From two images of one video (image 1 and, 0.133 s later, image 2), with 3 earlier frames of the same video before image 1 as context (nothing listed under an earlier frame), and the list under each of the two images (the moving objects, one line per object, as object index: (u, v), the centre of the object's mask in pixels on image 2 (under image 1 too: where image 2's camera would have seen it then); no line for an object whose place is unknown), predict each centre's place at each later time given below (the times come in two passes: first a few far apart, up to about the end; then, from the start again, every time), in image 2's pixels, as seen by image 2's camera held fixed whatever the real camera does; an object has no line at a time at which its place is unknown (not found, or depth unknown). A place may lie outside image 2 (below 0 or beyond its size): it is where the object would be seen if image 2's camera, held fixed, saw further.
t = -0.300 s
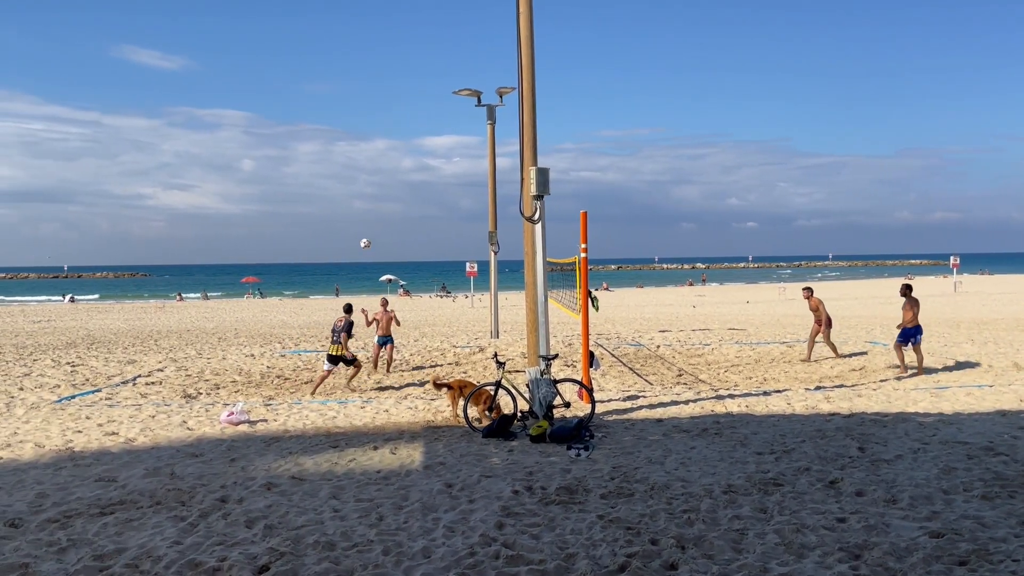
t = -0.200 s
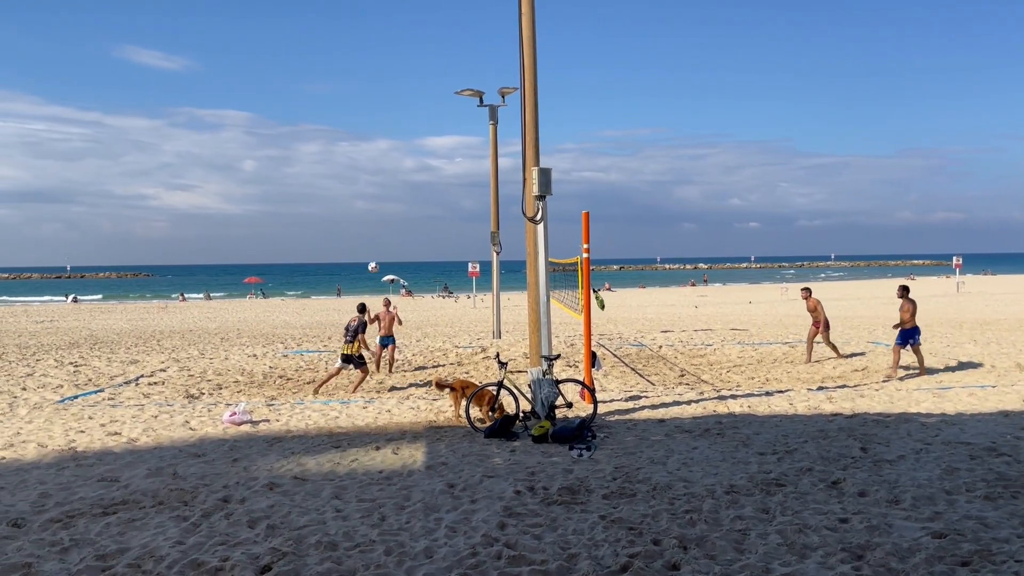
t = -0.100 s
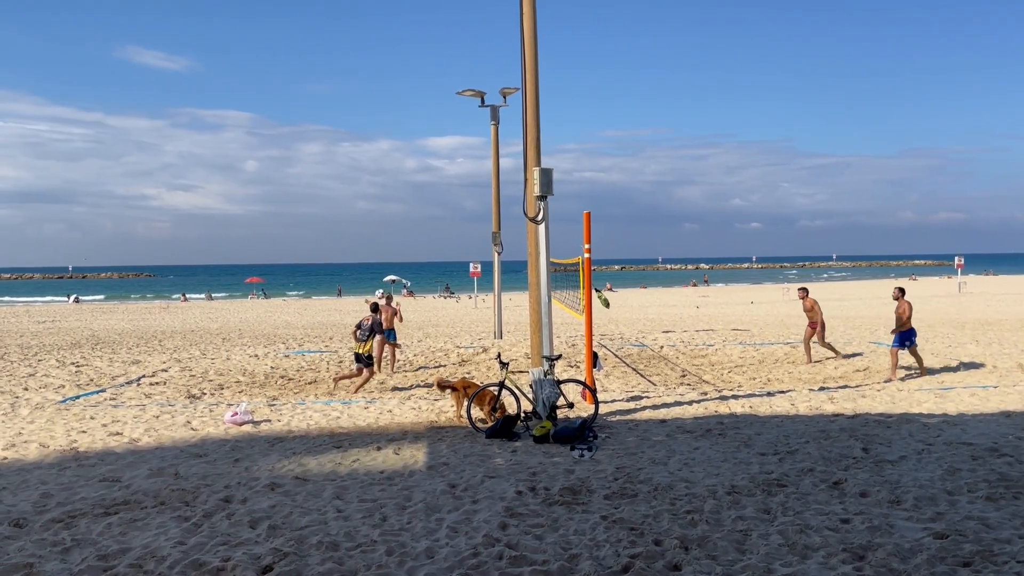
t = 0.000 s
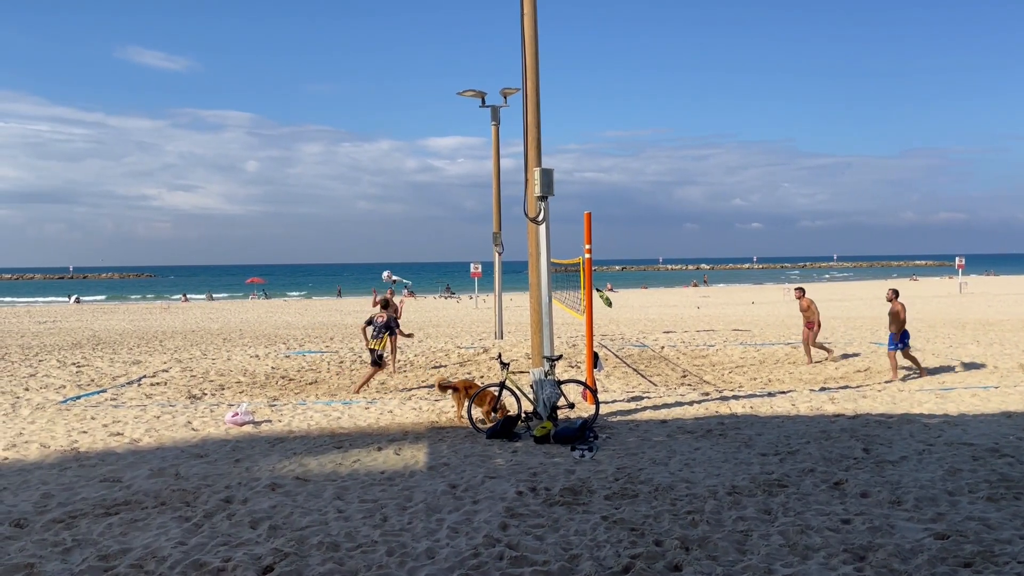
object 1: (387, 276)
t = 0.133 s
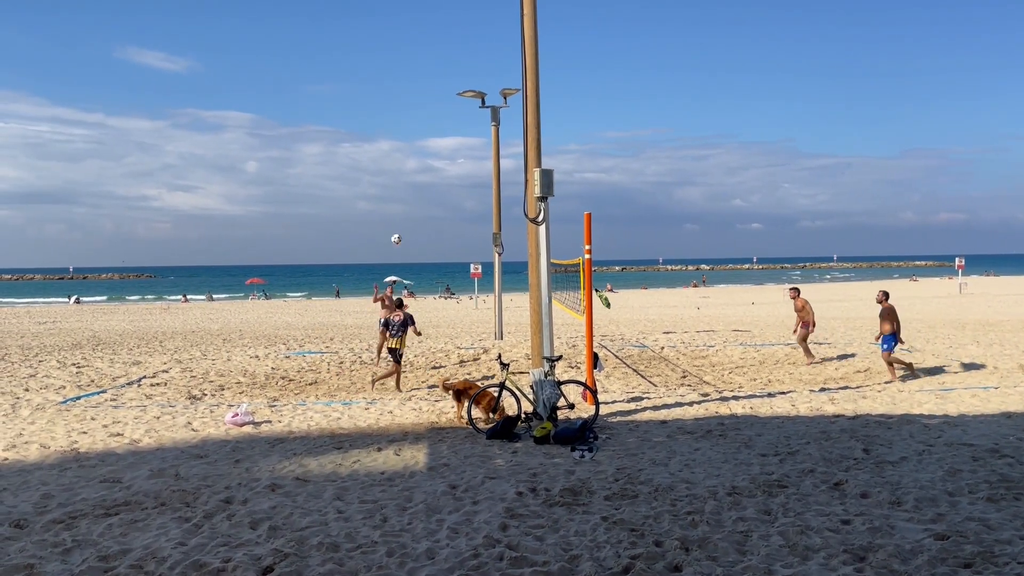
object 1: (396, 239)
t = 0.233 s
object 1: (404, 216)
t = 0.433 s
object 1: (419, 184)
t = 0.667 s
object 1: (438, 170)
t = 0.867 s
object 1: (457, 180)
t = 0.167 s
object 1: (399, 231)
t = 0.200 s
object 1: (401, 224)
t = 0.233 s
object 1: (404, 216)
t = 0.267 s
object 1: (406, 210)
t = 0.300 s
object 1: (409, 204)
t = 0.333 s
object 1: (411, 198)
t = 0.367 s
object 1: (414, 193)
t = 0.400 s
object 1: (416, 188)
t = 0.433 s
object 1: (419, 184)
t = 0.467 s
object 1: (422, 181)
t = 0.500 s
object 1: (424, 178)
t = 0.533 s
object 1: (427, 175)
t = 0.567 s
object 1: (430, 173)
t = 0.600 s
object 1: (433, 171)
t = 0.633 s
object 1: (436, 171)
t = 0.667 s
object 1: (438, 170)
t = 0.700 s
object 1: (441, 171)
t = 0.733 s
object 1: (444, 171)
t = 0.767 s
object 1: (447, 173)
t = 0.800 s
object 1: (450, 175)
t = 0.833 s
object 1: (454, 177)
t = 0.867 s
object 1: (457, 180)
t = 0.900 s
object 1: (460, 184)
